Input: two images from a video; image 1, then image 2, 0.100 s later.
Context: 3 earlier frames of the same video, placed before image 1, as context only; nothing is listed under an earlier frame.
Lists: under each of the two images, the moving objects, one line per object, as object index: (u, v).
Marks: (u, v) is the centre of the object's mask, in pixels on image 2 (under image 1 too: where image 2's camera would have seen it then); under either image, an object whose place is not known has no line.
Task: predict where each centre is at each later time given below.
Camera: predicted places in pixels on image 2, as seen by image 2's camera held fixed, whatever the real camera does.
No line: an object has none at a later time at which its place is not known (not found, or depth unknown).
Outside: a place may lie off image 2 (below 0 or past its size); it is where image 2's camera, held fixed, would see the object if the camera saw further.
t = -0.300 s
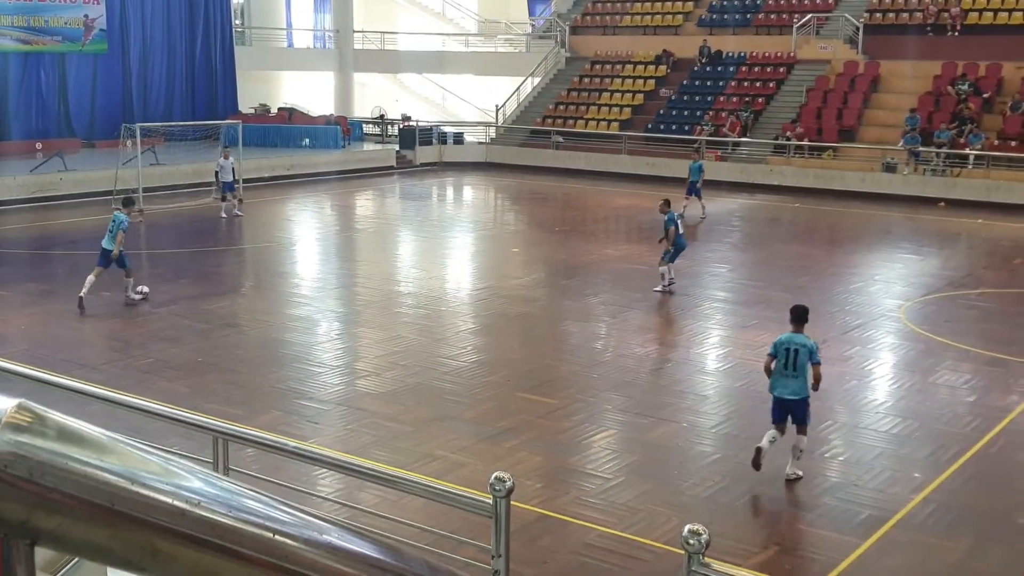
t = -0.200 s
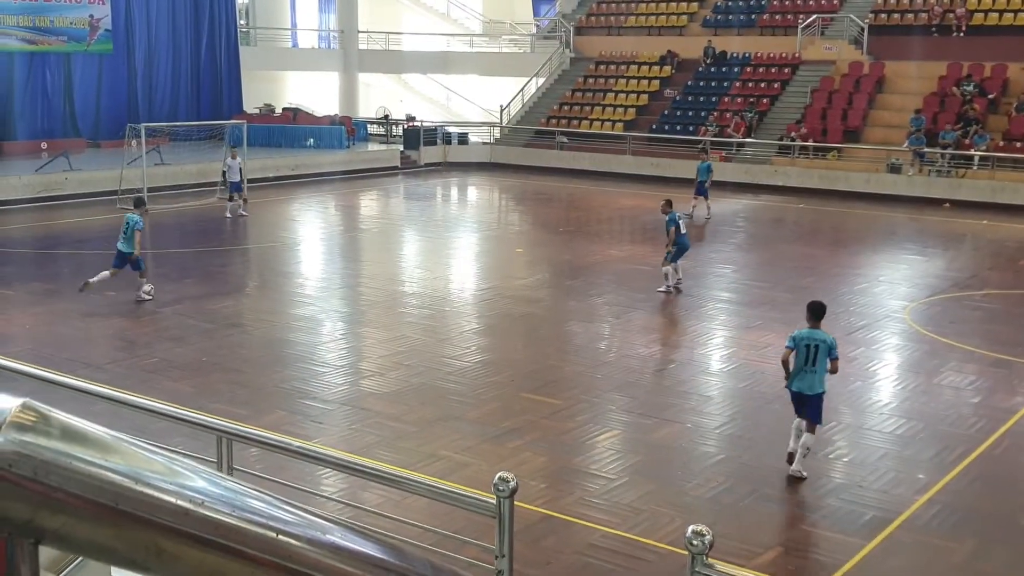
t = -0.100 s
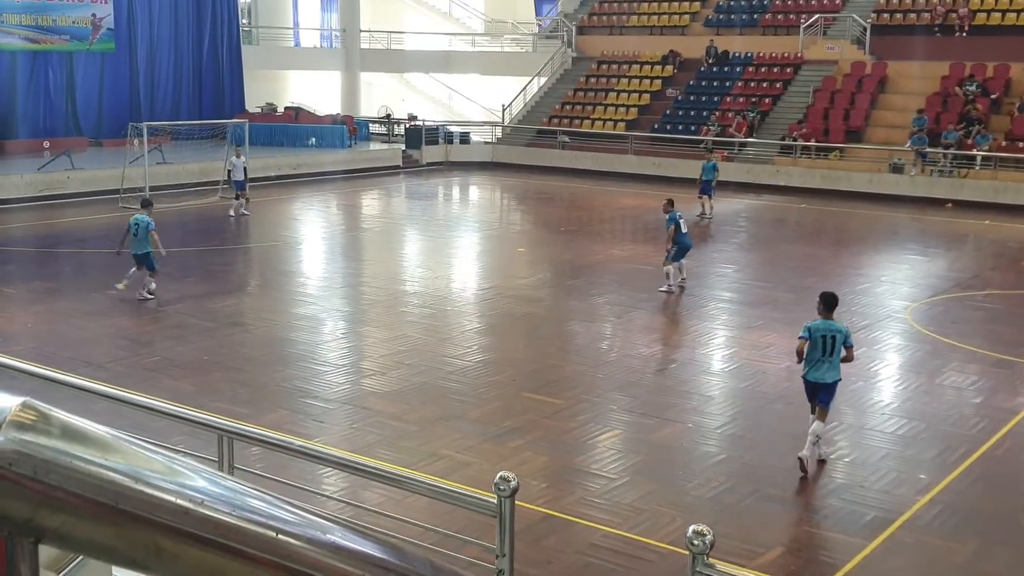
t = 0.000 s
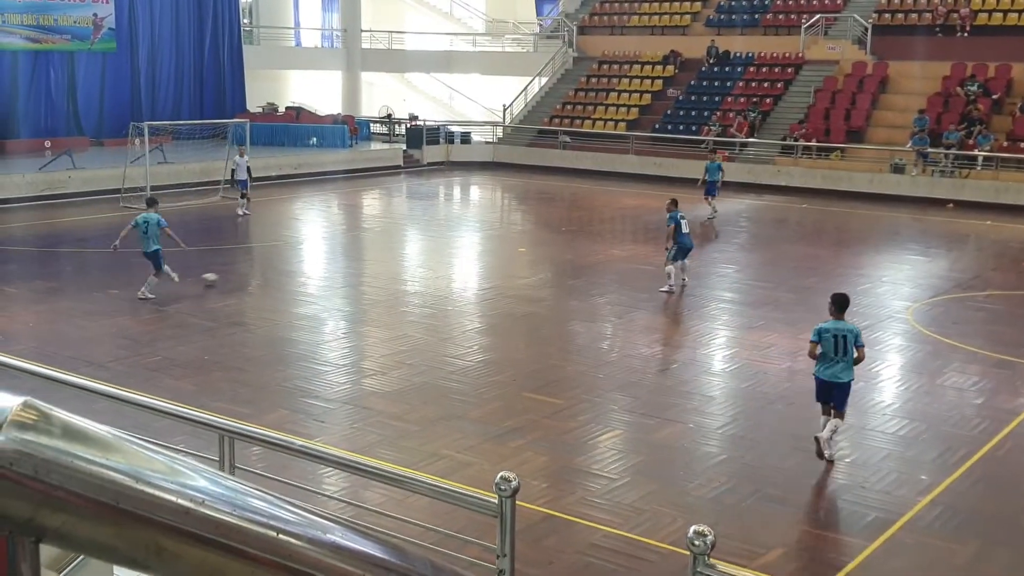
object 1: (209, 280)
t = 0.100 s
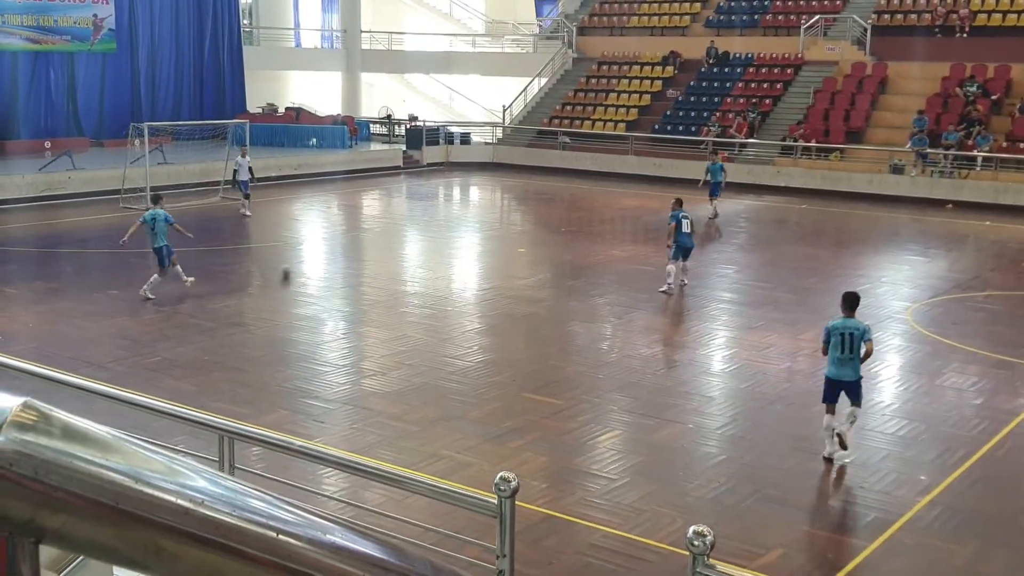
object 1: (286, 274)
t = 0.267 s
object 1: (391, 259)
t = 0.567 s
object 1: (531, 241)
